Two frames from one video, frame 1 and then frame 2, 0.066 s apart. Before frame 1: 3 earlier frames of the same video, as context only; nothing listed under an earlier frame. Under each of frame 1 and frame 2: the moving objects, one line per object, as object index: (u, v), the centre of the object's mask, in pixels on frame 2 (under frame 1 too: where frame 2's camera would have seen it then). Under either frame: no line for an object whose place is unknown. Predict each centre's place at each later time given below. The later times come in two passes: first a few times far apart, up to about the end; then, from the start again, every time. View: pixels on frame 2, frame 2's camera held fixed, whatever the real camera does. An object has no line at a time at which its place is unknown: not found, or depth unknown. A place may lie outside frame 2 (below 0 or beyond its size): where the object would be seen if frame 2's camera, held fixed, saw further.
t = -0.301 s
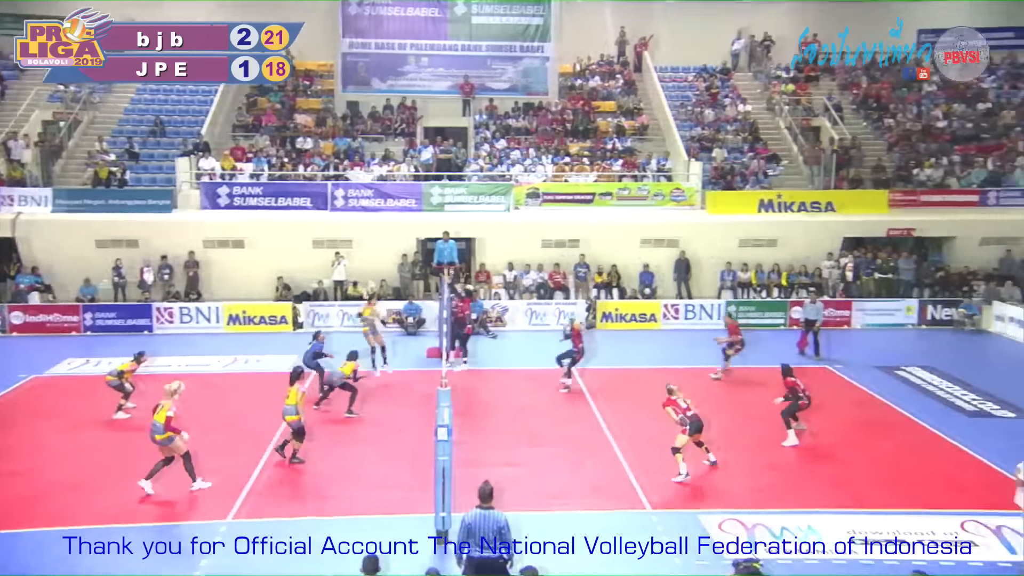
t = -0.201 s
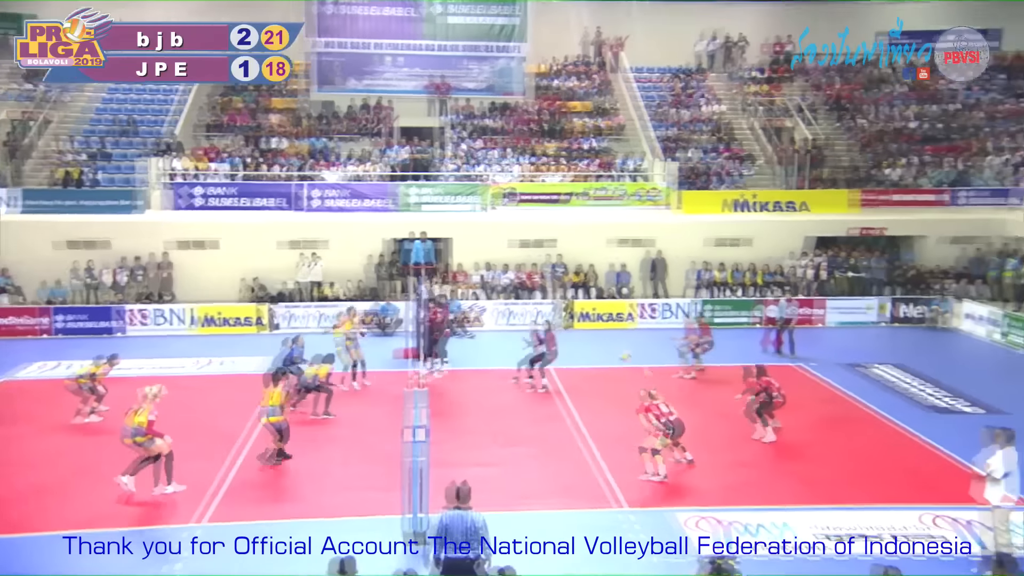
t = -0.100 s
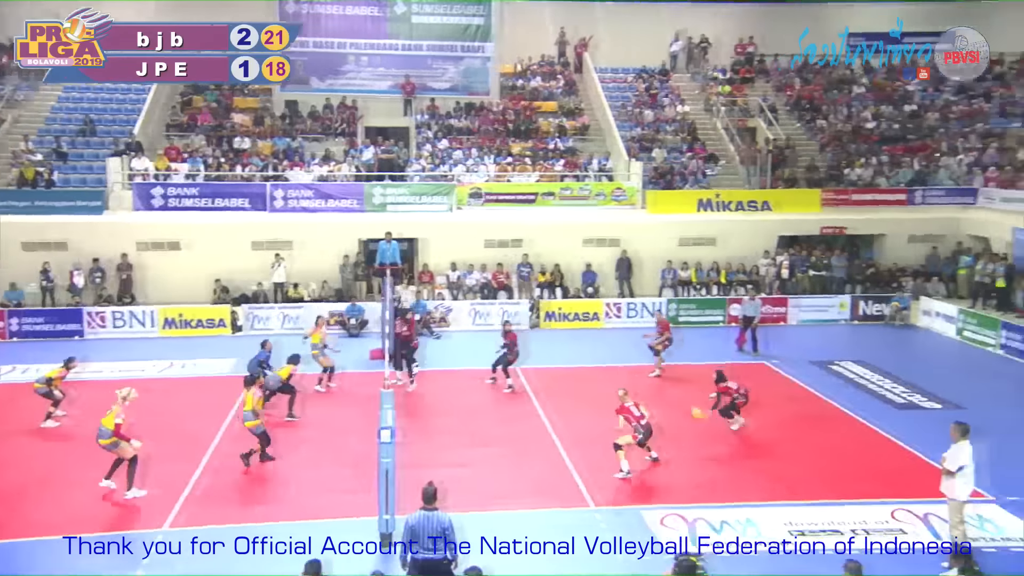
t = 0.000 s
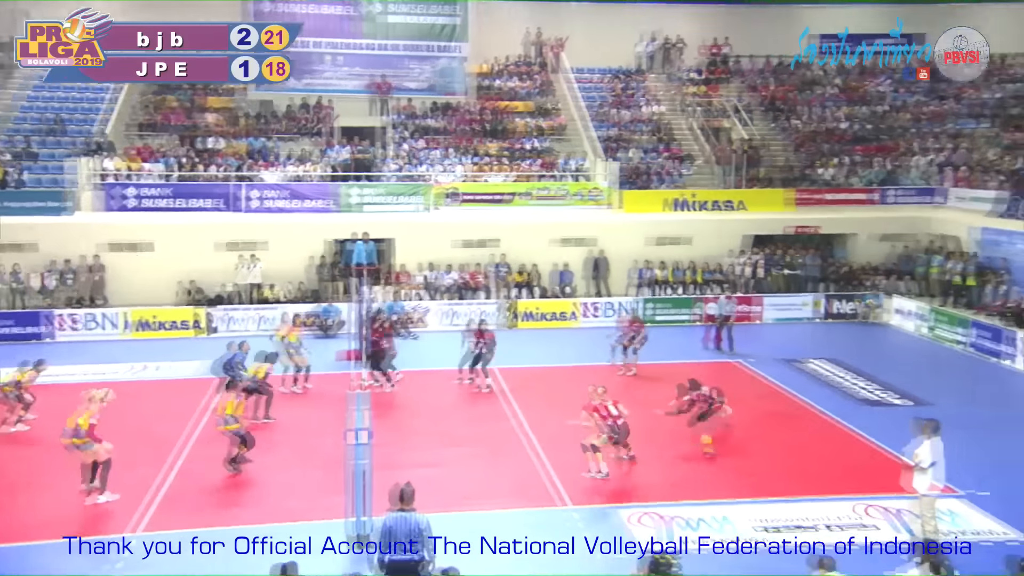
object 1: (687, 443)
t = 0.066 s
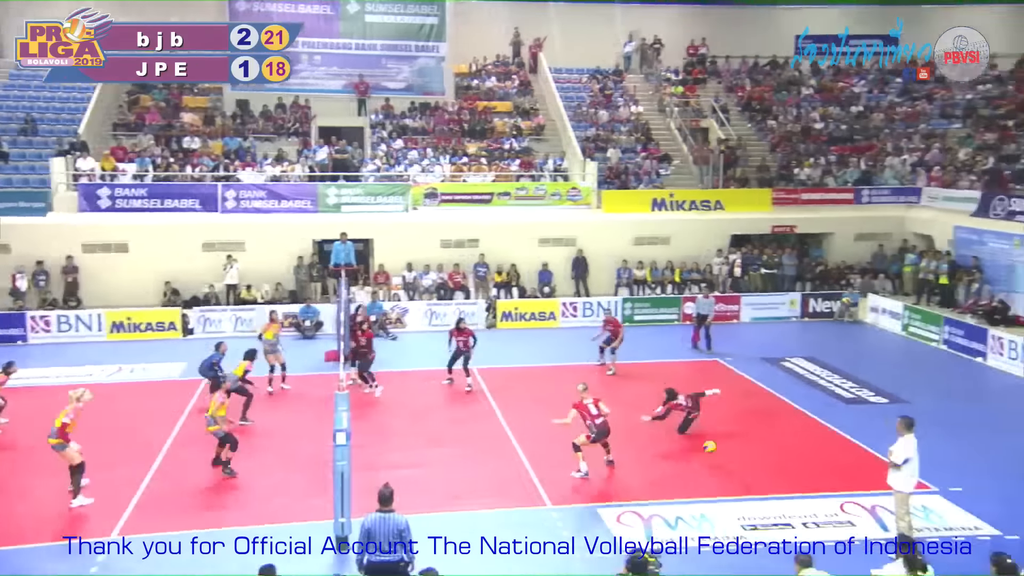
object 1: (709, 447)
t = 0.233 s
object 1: (756, 435)
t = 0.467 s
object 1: (833, 449)
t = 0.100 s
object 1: (720, 442)
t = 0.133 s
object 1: (730, 439)
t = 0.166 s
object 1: (735, 438)
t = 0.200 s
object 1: (747, 435)
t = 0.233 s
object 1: (756, 435)
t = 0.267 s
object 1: (768, 435)
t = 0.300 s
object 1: (780, 436)
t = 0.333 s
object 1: (790, 437)
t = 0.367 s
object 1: (801, 439)
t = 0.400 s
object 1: (809, 441)
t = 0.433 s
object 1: (820, 444)
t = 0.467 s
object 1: (833, 449)
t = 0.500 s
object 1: (845, 455)
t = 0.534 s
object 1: (856, 460)
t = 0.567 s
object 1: (867, 466)
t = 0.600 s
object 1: (880, 476)
